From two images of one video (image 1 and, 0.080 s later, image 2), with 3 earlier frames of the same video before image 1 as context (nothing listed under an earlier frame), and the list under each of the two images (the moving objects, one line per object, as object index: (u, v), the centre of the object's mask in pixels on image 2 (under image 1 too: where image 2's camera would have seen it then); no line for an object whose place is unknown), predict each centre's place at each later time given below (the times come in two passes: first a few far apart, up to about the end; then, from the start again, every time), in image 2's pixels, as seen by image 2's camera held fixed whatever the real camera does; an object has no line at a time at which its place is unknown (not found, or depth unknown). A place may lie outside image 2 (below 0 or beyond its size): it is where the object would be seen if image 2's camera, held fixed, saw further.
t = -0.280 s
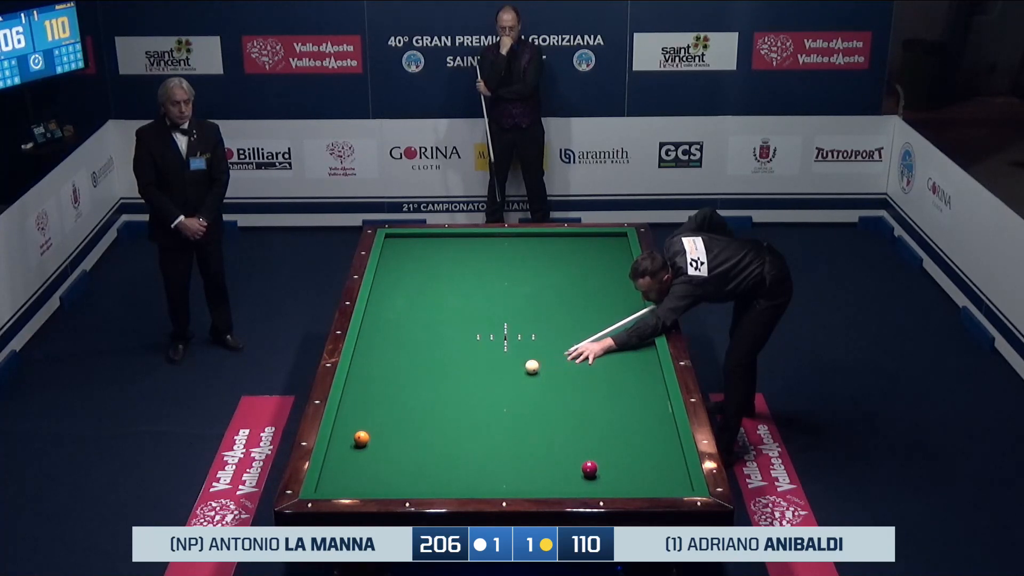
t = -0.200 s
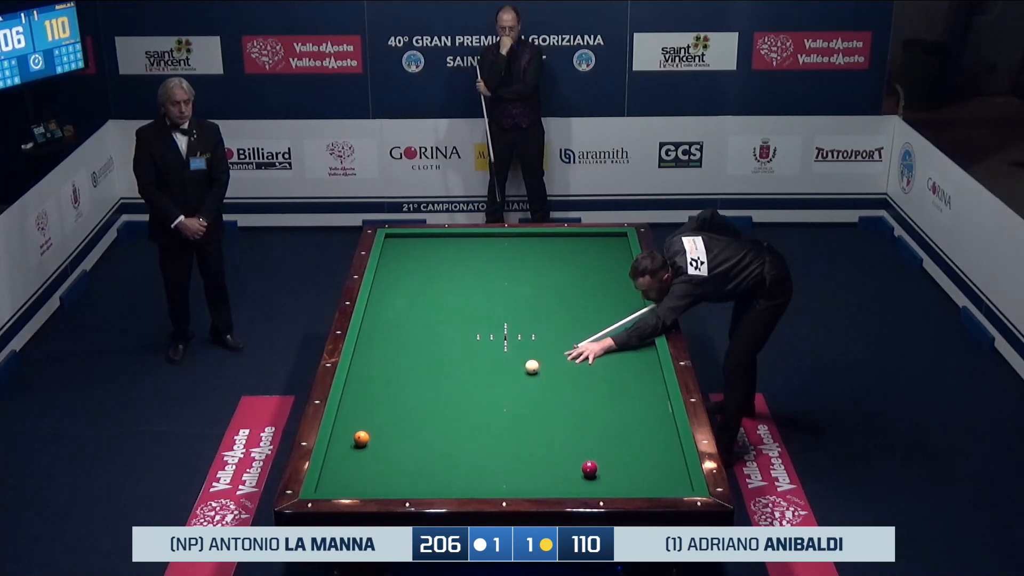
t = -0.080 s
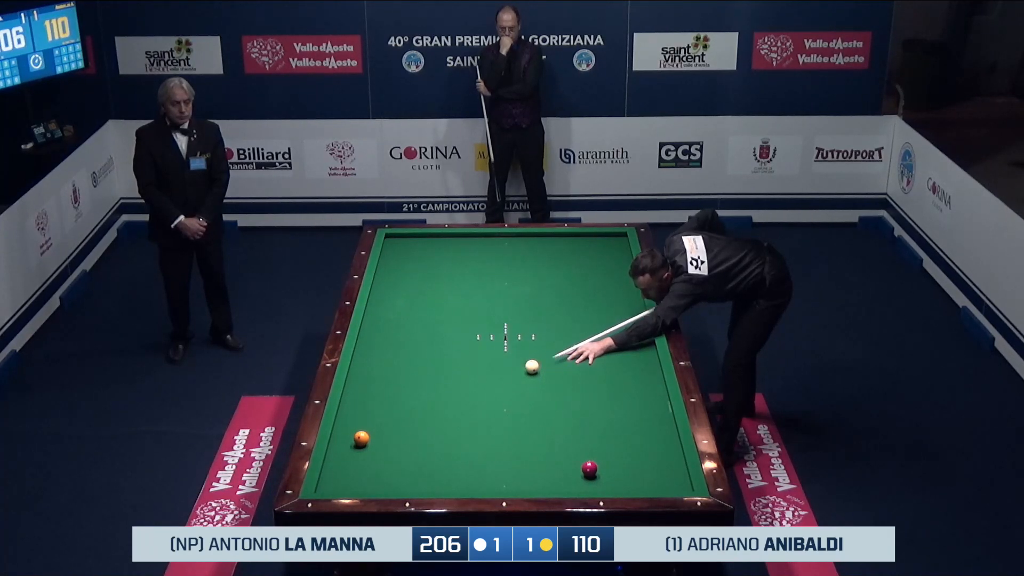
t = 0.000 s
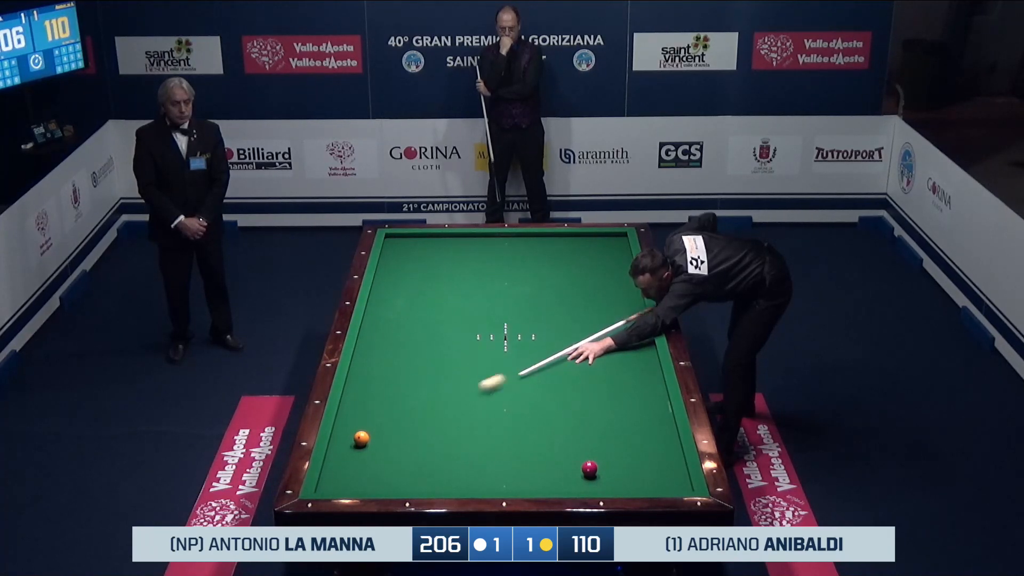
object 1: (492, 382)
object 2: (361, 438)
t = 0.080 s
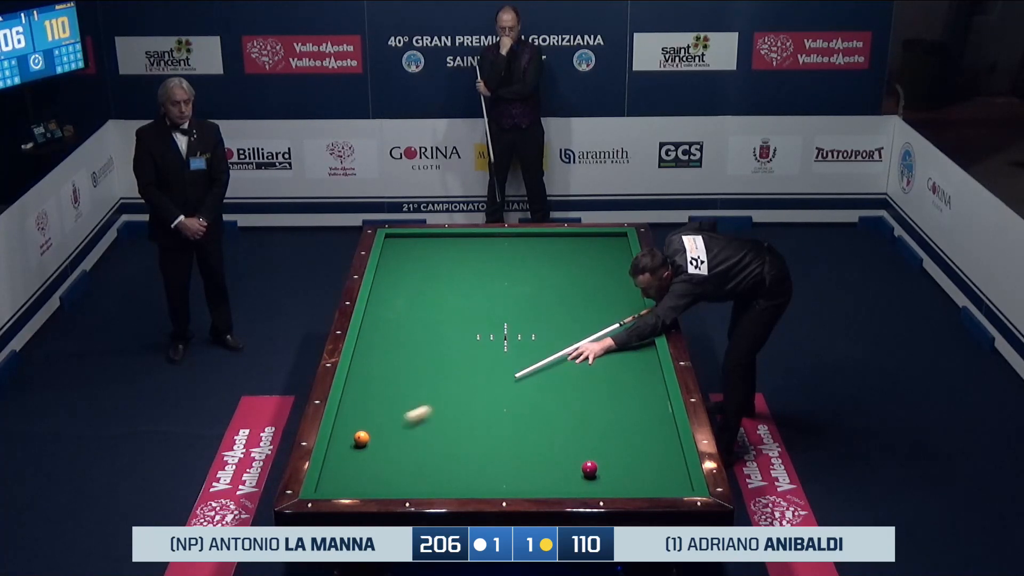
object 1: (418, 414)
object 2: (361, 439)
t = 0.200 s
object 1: (374, 436)
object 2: (364, 461)
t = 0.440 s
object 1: (378, 440)
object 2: (532, 460)
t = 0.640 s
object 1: (381, 443)
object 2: (640, 425)
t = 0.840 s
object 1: (384, 446)
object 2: (611, 392)
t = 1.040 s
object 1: (387, 449)
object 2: (548, 361)
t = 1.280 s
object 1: (390, 452)
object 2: (490, 330)
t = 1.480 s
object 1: (392, 454)
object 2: (448, 307)
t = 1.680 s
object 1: (395, 456)
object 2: (409, 285)
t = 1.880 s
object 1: (397, 458)
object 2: (387, 267)
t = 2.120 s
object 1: (399, 460)
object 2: (420, 251)
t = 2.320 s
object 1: (401, 462)
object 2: (439, 238)
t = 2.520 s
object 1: (402, 463)
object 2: (447, 242)
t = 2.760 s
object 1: (403, 464)
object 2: (454, 250)
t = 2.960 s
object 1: (404, 465)
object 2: (461, 257)
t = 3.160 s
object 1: (405, 466)
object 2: (467, 263)
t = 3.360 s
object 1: (406, 467)
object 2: (473, 270)
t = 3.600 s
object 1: (406, 467)
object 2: (480, 279)
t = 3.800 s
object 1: (406, 467)
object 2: (486, 286)
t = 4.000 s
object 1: (406, 468)
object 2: (493, 293)
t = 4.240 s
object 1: (406, 468)
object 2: (501, 302)
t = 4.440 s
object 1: (406, 467)
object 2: (507, 309)
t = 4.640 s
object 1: (406, 468)
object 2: (514, 316)
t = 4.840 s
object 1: (406, 468)
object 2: (520, 324)
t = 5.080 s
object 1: (406, 468)
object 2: (528, 333)
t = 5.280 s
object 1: (406, 468)
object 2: (535, 340)
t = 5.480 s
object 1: (406, 468)
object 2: (542, 348)
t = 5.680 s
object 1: (406, 468)
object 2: (549, 355)
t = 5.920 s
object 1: (406, 468)
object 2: (558, 365)
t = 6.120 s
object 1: (406, 468)
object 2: (565, 372)
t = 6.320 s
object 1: (406, 468)
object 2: (572, 380)
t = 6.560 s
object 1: (406, 468)
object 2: (580, 389)
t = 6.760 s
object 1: (406, 468)
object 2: (587, 397)
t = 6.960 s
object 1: (406, 468)
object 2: (595, 405)
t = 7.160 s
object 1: (406, 468)
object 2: (602, 412)
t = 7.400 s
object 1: (406, 468)
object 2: (610, 422)
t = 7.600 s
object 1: (406, 468)
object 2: (617, 429)
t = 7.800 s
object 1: (406, 468)
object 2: (624, 437)
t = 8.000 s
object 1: (406, 468)
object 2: (631, 444)
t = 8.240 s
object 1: (406, 468)
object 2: (640, 453)
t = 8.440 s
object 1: (406, 468)
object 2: (646, 461)
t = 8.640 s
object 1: (406, 468)
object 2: (653, 468)
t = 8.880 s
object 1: (406, 468)
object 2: (661, 477)
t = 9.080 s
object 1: (406, 468)
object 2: (668, 484)
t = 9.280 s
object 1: (406, 468)
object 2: (673, 485)
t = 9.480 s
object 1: (406, 468)
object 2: (675, 483)
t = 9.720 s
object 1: (406, 468)
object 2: (677, 479)
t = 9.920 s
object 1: (406, 468)
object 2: (679, 475)
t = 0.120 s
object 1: (380, 431)
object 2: (361, 439)
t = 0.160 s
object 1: (374, 435)
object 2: (336, 450)
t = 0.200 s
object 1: (374, 436)
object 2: (364, 461)
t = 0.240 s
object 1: (375, 437)
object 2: (394, 472)
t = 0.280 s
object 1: (375, 438)
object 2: (424, 483)
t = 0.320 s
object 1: (376, 439)
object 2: (454, 485)
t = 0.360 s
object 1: (377, 439)
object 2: (481, 476)
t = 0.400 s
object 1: (377, 440)
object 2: (508, 468)
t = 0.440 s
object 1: (378, 440)
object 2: (532, 460)
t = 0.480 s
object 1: (379, 441)
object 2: (556, 452)
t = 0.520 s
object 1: (379, 441)
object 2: (579, 445)
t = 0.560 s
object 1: (380, 442)
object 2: (600, 438)
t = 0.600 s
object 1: (380, 443)
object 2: (621, 431)
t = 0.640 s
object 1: (381, 443)
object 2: (640, 425)
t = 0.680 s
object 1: (382, 444)
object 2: (658, 419)
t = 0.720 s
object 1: (382, 444)
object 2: (661, 412)
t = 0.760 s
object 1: (383, 445)
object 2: (644, 405)
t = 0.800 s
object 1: (383, 445)
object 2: (627, 398)
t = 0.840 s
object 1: (384, 446)
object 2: (611, 392)
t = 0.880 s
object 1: (385, 446)
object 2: (597, 385)
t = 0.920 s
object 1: (385, 447)
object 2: (583, 379)
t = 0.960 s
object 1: (386, 447)
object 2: (571, 373)
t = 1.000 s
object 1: (386, 448)
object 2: (559, 367)
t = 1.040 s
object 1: (387, 449)
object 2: (548, 361)
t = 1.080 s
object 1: (387, 449)
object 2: (537, 356)
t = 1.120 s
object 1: (388, 450)
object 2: (528, 351)
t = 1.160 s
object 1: (388, 450)
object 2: (518, 345)
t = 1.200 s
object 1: (389, 451)
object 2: (509, 340)
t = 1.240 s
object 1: (389, 451)
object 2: (499, 335)
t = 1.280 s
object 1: (390, 452)
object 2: (490, 330)
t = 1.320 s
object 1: (391, 452)
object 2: (481, 325)
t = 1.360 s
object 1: (391, 453)
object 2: (473, 320)
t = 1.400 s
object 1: (391, 453)
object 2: (464, 316)
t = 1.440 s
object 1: (392, 454)
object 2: (456, 311)
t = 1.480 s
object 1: (392, 454)
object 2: (448, 307)
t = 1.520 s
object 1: (393, 454)
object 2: (440, 302)
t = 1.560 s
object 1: (393, 455)
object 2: (432, 298)
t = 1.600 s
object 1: (394, 455)
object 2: (424, 294)
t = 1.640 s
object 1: (394, 456)
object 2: (417, 290)
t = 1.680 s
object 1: (395, 456)
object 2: (409, 285)
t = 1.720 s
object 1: (395, 457)
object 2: (402, 282)
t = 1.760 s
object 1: (395, 457)
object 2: (395, 278)
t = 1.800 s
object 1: (396, 457)
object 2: (387, 274)
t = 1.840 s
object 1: (396, 458)
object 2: (381, 270)
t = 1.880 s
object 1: (397, 458)
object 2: (387, 267)
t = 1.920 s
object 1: (397, 458)
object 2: (394, 264)
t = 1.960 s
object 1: (397, 459)
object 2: (400, 262)
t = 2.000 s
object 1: (398, 459)
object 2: (406, 259)
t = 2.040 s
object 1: (398, 460)
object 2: (411, 256)
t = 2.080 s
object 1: (398, 460)
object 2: (416, 253)
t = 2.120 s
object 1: (399, 460)
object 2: (420, 251)
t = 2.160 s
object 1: (399, 460)
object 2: (424, 248)
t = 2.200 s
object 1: (400, 461)
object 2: (428, 246)
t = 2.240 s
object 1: (400, 461)
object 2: (432, 243)
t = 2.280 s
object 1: (400, 461)
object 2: (435, 240)
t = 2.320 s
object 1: (401, 462)
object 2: (439, 238)
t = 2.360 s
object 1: (401, 462)
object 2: (443, 236)
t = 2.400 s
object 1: (401, 462)
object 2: (444, 236)
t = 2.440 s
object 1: (401, 462)
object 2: (445, 238)
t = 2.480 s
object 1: (402, 463)
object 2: (446, 240)
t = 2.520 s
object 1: (402, 463)
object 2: (447, 242)
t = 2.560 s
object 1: (402, 463)
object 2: (448, 243)
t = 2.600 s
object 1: (402, 464)
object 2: (450, 244)
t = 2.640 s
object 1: (403, 464)
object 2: (451, 246)
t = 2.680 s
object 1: (403, 464)
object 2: (452, 247)
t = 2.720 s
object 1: (403, 464)
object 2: (453, 248)
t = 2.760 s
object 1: (403, 464)
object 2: (454, 250)
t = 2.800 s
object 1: (403, 465)
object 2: (456, 251)
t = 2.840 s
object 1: (404, 465)
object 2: (457, 252)
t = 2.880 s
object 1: (404, 465)
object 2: (458, 254)
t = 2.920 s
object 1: (404, 465)
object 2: (459, 255)
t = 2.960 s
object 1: (404, 465)
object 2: (461, 257)
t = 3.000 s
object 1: (405, 465)
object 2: (462, 258)
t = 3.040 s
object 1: (405, 466)
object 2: (463, 259)
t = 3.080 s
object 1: (405, 466)
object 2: (464, 261)
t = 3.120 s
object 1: (405, 466)
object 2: (465, 262)
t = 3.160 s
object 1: (405, 466)
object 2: (467, 263)
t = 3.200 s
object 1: (405, 466)
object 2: (468, 265)
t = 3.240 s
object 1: (405, 466)
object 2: (469, 266)
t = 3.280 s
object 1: (405, 466)
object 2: (470, 267)
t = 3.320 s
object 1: (405, 467)
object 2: (471, 269)
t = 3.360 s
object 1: (406, 467)
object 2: (473, 270)
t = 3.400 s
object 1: (406, 467)
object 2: (474, 272)
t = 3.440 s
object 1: (406, 467)
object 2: (475, 273)
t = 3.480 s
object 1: (406, 467)
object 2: (476, 274)
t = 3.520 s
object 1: (406, 467)
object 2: (478, 276)
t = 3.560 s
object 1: (406, 467)
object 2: (479, 277)
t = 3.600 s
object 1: (406, 467)
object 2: (480, 279)
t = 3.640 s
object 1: (406, 467)
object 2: (481, 280)
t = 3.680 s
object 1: (406, 467)
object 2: (483, 281)
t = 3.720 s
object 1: (406, 467)
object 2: (484, 283)
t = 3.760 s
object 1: (406, 467)
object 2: (485, 284)
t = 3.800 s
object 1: (406, 467)
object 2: (486, 286)
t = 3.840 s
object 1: (406, 468)
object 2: (488, 287)
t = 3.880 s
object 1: (406, 468)
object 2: (489, 289)
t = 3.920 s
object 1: (406, 468)
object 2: (490, 290)
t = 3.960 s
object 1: (406, 468)
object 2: (492, 292)
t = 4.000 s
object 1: (406, 468)
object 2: (493, 293)
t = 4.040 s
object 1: (406, 468)
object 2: (494, 295)
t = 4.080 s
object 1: (406, 468)
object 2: (496, 296)
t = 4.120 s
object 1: (406, 468)
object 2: (497, 297)
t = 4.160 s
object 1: (406, 468)
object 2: (498, 299)
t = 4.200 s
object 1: (406, 468)
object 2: (500, 300)
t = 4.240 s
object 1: (406, 468)
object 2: (501, 302)
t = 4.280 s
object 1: (406, 468)
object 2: (502, 303)
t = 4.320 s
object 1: (406, 468)
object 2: (503, 305)
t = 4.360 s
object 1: (406, 468)
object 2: (505, 306)
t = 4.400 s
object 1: (406, 468)
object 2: (506, 308)
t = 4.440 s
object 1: (406, 467)
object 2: (507, 309)
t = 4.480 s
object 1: (406, 468)
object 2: (508, 311)
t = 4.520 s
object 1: (406, 468)
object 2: (510, 312)
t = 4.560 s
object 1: (406, 468)
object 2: (511, 313)
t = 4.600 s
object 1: (406, 468)
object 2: (512, 315)
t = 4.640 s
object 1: (406, 468)
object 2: (514, 316)
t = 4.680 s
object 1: (406, 468)
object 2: (515, 318)
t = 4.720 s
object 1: (406, 468)
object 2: (516, 319)
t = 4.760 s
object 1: (406, 468)
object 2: (518, 321)
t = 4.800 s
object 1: (406, 468)
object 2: (519, 323)
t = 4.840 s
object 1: (406, 468)
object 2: (520, 324)
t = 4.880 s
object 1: (406, 468)
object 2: (522, 325)
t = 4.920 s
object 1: (406, 468)
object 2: (523, 327)
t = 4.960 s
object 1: (406, 468)
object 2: (524, 328)
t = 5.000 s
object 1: (406, 468)
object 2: (526, 330)
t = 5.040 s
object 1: (406, 468)
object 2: (527, 331)
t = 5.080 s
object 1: (406, 468)
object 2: (528, 333)
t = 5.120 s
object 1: (406, 468)
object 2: (530, 334)
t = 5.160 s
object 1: (406, 468)
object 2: (531, 336)
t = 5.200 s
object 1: (406, 468)
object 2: (533, 337)
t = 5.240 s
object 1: (406, 468)
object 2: (534, 339)
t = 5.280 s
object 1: (406, 468)
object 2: (535, 340)
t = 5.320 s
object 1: (406, 468)
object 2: (536, 342)
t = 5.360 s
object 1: (406, 468)
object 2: (538, 343)
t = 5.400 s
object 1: (406, 468)
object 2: (539, 345)
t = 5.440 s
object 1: (406, 468)
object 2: (540, 346)
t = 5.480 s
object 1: (406, 468)
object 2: (542, 348)
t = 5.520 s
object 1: (406, 468)
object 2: (544, 349)
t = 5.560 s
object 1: (406, 468)
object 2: (545, 351)
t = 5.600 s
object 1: (406, 468)
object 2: (546, 353)
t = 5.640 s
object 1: (406, 468)
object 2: (548, 354)
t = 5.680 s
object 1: (406, 468)
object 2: (549, 355)
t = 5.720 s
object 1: (406, 468)
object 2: (551, 357)
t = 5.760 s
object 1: (406, 468)
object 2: (552, 359)
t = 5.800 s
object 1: (406, 468)
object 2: (553, 360)
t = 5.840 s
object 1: (406, 468)
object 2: (555, 362)
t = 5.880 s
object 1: (406, 468)
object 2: (556, 363)
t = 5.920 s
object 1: (406, 468)
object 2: (558, 365)
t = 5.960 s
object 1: (406, 468)
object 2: (559, 366)
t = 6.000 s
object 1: (406, 468)
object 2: (560, 368)
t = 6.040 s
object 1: (406, 468)
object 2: (562, 369)
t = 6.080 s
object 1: (406, 468)
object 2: (563, 371)
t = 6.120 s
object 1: (406, 468)
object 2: (565, 372)
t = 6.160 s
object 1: (406, 468)
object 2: (566, 374)
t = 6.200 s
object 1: (406, 468)
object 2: (567, 375)
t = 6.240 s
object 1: (406, 468)
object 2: (569, 377)
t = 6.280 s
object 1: (406, 468)
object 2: (570, 379)
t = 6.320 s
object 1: (406, 468)
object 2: (572, 380)
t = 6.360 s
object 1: (406, 468)
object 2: (573, 382)
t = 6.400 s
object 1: (406, 468)
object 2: (574, 383)
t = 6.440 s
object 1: (406, 468)
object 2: (576, 385)
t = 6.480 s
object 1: (406, 468)
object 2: (577, 386)
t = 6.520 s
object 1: (406, 468)
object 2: (579, 388)
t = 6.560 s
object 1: (406, 468)
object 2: (580, 389)
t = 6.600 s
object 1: (406, 468)
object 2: (582, 391)
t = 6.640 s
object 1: (406, 468)
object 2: (583, 392)
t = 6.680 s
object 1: (406, 468)
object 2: (585, 394)
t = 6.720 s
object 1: (406, 468)
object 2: (586, 396)
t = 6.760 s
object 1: (406, 468)
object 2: (587, 397)
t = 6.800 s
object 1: (406, 468)
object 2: (589, 399)
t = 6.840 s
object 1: (406, 468)
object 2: (590, 400)
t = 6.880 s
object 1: (406, 468)
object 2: (592, 402)
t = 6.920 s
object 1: (406, 468)
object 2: (593, 403)
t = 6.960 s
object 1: (406, 468)
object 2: (595, 405)
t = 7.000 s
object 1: (406, 468)
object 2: (596, 406)
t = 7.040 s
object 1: (406, 468)
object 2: (597, 408)
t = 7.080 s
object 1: (406, 468)
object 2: (599, 409)
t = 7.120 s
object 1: (406, 468)
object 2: (600, 411)
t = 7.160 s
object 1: (406, 468)
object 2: (602, 412)
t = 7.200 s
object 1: (406, 468)
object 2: (603, 414)
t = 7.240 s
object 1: (406, 468)
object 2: (605, 415)
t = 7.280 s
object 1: (406, 468)
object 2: (606, 417)
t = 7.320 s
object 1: (406, 468)
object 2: (607, 419)
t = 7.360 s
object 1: (406, 468)
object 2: (609, 420)
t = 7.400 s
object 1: (406, 468)
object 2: (610, 422)
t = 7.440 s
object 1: (406, 468)
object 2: (612, 423)
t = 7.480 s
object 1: (406, 468)
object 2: (613, 425)
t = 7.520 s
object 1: (406, 468)
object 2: (614, 426)
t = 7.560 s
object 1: (406, 468)
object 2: (616, 428)
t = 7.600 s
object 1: (406, 468)
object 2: (617, 429)
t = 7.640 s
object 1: (406, 468)
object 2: (619, 431)
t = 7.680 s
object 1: (406, 468)
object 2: (620, 432)
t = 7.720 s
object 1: (406, 468)
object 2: (621, 434)
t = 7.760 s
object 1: (406, 468)
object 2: (623, 435)
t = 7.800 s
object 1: (406, 468)
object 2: (624, 437)
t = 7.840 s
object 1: (406, 468)
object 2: (626, 438)
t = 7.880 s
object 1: (406, 468)
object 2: (627, 440)
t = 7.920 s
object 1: (406, 468)
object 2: (628, 442)
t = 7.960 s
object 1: (406, 468)
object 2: (630, 443)
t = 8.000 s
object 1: (406, 468)
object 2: (631, 444)
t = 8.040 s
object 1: (406, 468)
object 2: (633, 446)
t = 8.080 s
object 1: (406, 468)
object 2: (634, 447)
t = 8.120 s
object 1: (406, 468)
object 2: (635, 449)
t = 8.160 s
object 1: (406, 468)
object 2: (637, 451)
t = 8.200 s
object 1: (406, 468)
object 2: (638, 452)
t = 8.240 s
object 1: (406, 468)
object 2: (640, 453)
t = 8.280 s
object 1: (406, 468)
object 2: (641, 455)
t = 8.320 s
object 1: (406, 468)
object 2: (642, 456)
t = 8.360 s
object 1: (406, 468)
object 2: (644, 458)
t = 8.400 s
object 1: (406, 468)
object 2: (645, 460)
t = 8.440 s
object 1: (406, 468)
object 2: (646, 461)
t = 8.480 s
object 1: (406, 468)
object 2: (648, 463)
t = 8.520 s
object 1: (406, 468)
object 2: (649, 464)
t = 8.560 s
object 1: (406, 468)
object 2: (651, 465)
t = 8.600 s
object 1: (406, 468)
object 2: (652, 467)
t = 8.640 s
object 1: (406, 468)
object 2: (653, 468)
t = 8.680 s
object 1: (406, 468)
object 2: (655, 470)
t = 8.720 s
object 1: (406, 468)
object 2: (656, 471)
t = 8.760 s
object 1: (406, 468)
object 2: (657, 473)
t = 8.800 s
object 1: (406, 468)
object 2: (659, 474)
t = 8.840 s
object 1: (406, 468)
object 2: (660, 476)
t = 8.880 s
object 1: (406, 468)
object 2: (661, 477)
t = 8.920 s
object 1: (406, 468)
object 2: (663, 479)
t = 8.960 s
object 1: (406, 468)
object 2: (664, 480)
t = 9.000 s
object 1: (406, 468)
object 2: (665, 481)
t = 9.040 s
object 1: (406, 468)
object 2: (666, 483)
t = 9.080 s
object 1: (406, 468)
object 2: (668, 484)
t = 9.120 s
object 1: (406, 468)
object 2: (669, 485)
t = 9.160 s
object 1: (406, 468)
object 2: (670, 485)
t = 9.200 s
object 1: (406, 468)
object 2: (672, 486)
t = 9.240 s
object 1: (406, 468)
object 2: (672, 486)
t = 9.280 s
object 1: (406, 468)
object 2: (673, 485)
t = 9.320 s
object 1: (406, 468)
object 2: (673, 485)
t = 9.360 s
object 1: (406, 468)
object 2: (674, 484)
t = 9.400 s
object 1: (406, 468)
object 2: (674, 484)
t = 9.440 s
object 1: (406, 468)
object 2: (674, 483)
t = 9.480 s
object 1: (406, 468)
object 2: (675, 483)
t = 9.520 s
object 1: (406, 468)
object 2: (675, 482)
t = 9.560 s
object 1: (406, 468)
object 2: (675, 482)
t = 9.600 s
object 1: (406, 468)
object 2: (676, 481)
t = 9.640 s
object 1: (406, 468)
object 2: (676, 480)
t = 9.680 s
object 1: (406, 468)
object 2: (677, 479)
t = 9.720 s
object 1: (406, 468)
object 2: (677, 479)
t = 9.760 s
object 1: (406, 468)
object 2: (677, 478)
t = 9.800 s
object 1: (406, 468)
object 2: (678, 477)
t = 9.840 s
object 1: (406, 468)
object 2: (678, 476)
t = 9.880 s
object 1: (406, 468)
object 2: (678, 476)
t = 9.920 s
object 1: (406, 468)
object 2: (679, 475)
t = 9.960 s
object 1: (406, 468)
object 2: (679, 474)
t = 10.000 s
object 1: (406, 468)
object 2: (679, 474)
